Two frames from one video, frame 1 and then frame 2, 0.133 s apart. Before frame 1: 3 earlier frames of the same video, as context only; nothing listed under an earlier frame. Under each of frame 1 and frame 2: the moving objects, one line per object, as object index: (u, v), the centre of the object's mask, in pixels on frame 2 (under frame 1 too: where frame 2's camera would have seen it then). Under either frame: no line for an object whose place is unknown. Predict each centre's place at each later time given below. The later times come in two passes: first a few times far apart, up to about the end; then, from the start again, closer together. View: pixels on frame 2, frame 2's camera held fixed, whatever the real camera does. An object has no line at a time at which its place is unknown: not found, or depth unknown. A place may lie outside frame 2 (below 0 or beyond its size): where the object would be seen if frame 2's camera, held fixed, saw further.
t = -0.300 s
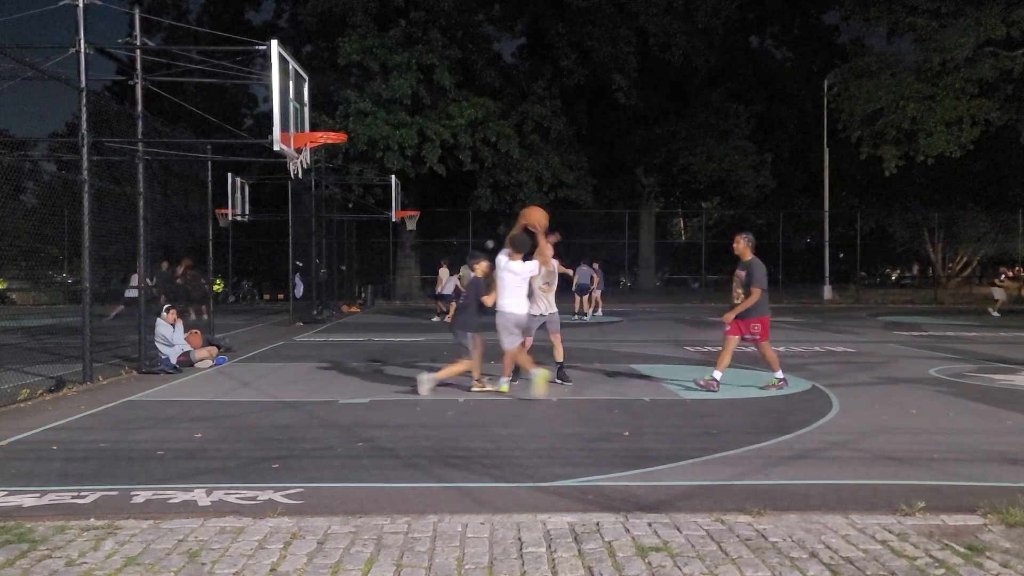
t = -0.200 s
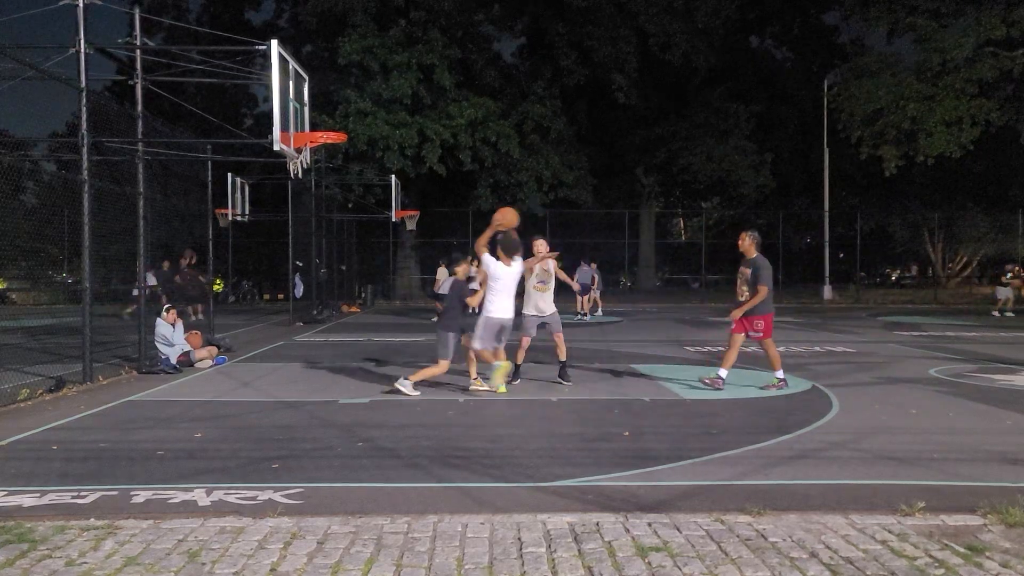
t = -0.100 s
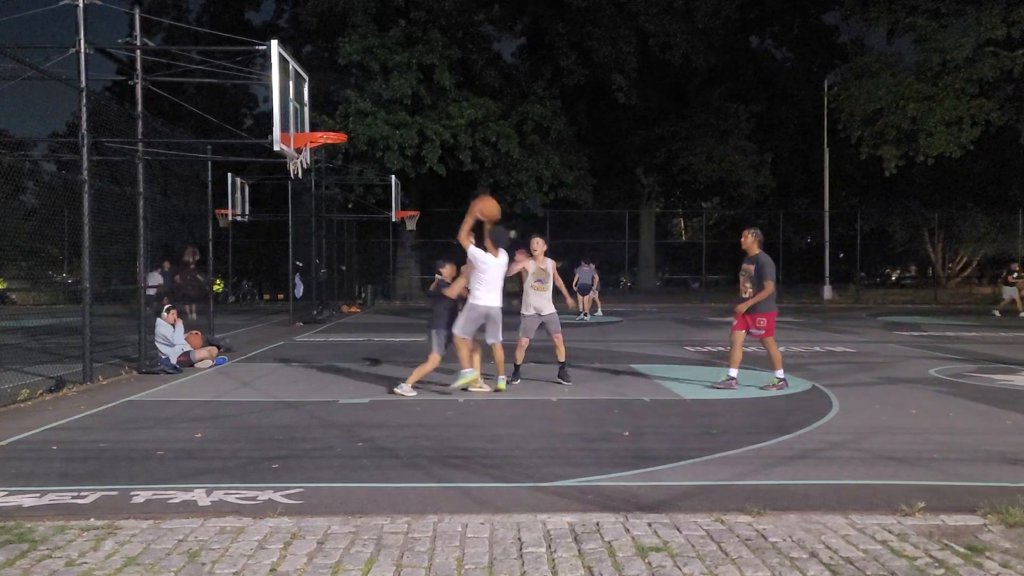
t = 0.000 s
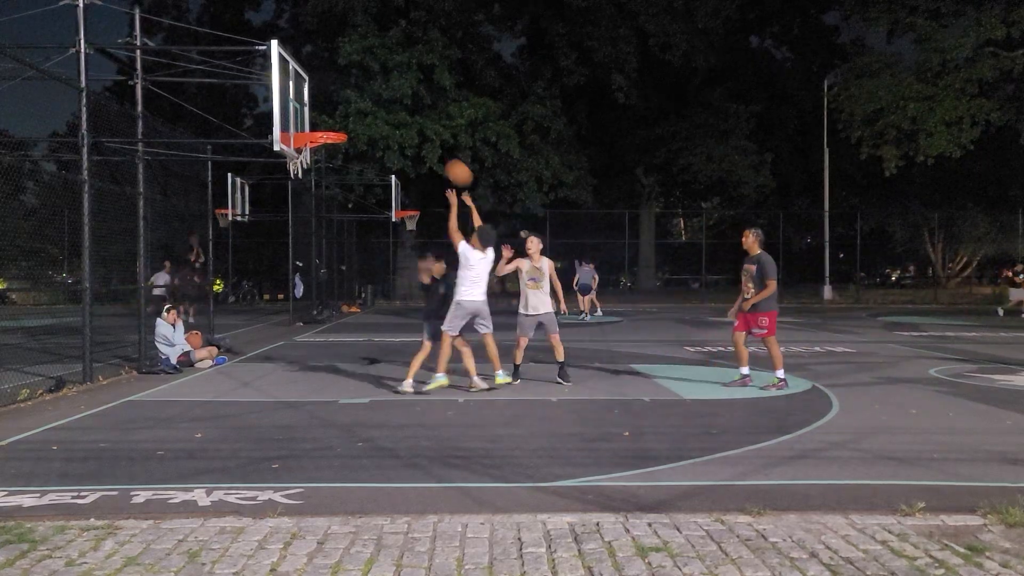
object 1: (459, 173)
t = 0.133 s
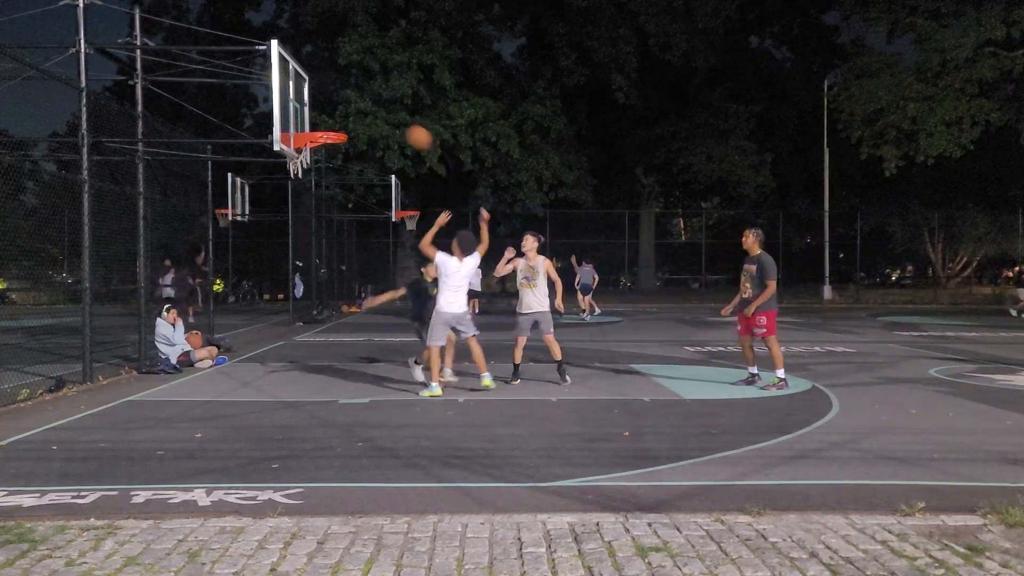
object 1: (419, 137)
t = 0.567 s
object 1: (316, 123)
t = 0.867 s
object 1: (332, 129)
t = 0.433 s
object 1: (338, 118)
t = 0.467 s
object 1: (329, 120)
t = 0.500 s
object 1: (322, 122)
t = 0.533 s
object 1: (315, 124)
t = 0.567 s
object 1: (316, 123)
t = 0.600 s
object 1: (318, 122)
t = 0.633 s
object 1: (319, 121)
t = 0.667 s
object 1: (321, 121)
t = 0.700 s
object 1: (322, 121)
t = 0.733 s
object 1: (324, 122)
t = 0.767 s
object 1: (326, 124)
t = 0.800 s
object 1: (328, 125)
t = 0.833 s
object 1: (329, 127)
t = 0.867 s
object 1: (332, 129)
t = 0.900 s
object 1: (334, 146)
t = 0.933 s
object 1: (335, 150)
